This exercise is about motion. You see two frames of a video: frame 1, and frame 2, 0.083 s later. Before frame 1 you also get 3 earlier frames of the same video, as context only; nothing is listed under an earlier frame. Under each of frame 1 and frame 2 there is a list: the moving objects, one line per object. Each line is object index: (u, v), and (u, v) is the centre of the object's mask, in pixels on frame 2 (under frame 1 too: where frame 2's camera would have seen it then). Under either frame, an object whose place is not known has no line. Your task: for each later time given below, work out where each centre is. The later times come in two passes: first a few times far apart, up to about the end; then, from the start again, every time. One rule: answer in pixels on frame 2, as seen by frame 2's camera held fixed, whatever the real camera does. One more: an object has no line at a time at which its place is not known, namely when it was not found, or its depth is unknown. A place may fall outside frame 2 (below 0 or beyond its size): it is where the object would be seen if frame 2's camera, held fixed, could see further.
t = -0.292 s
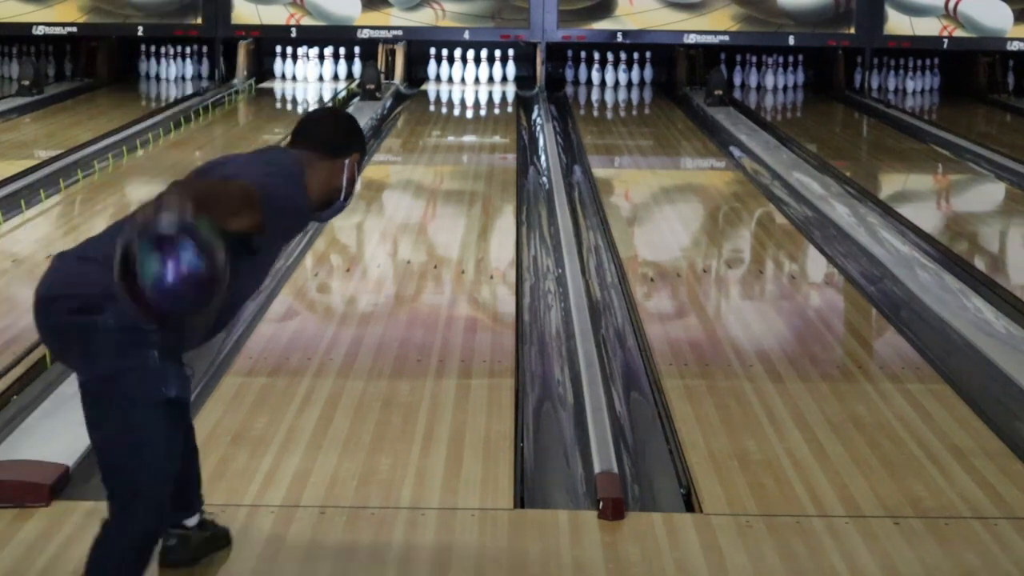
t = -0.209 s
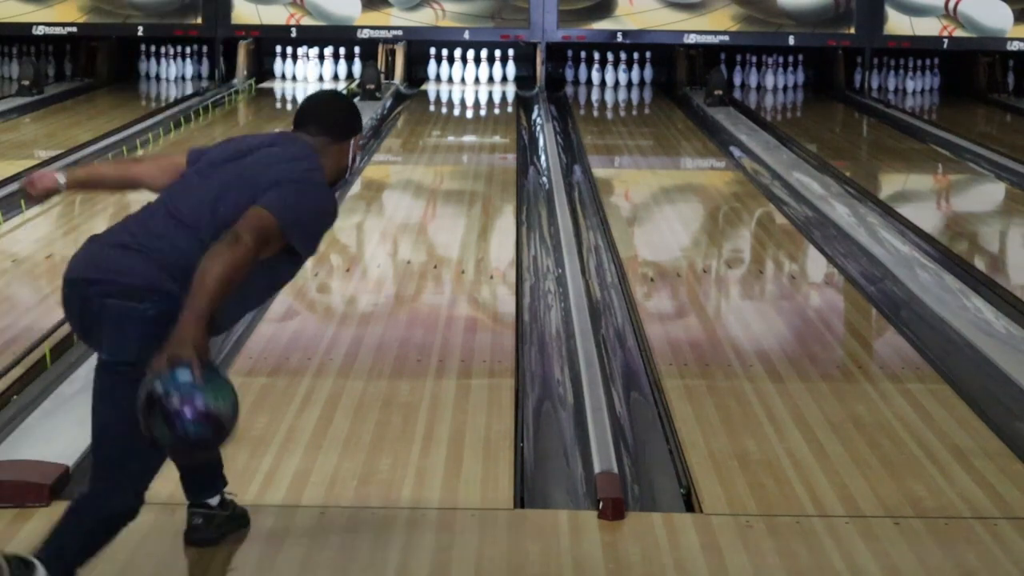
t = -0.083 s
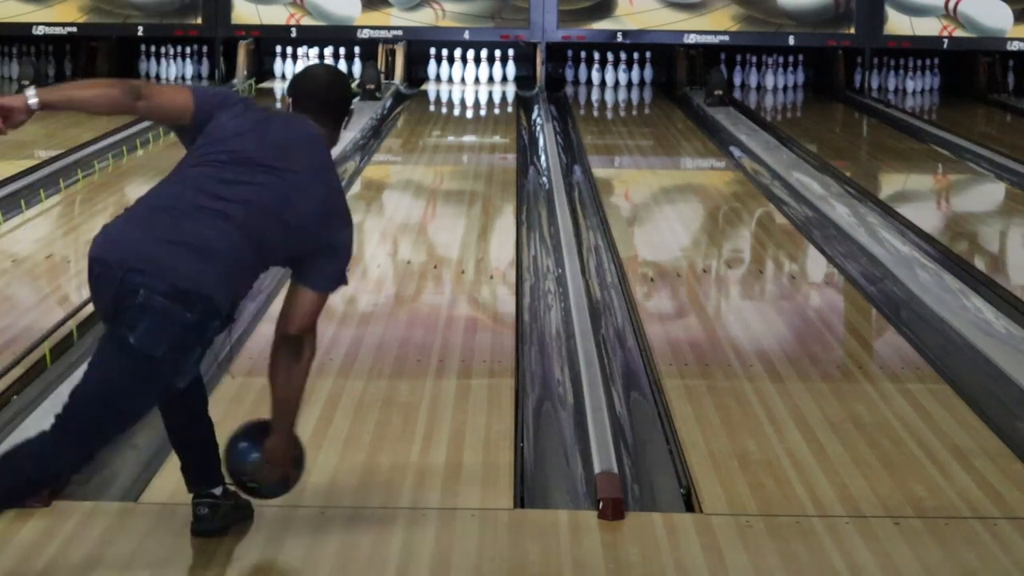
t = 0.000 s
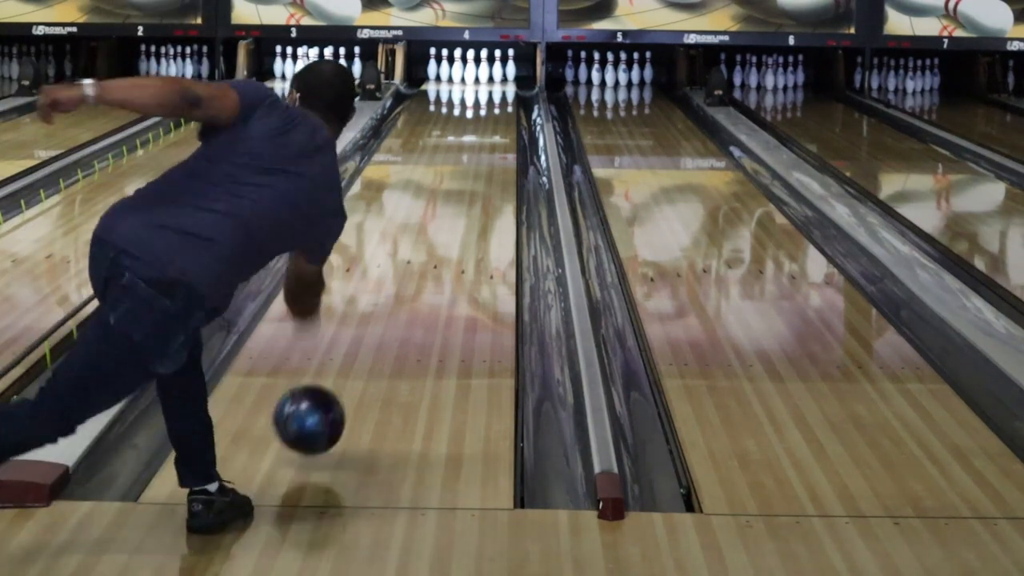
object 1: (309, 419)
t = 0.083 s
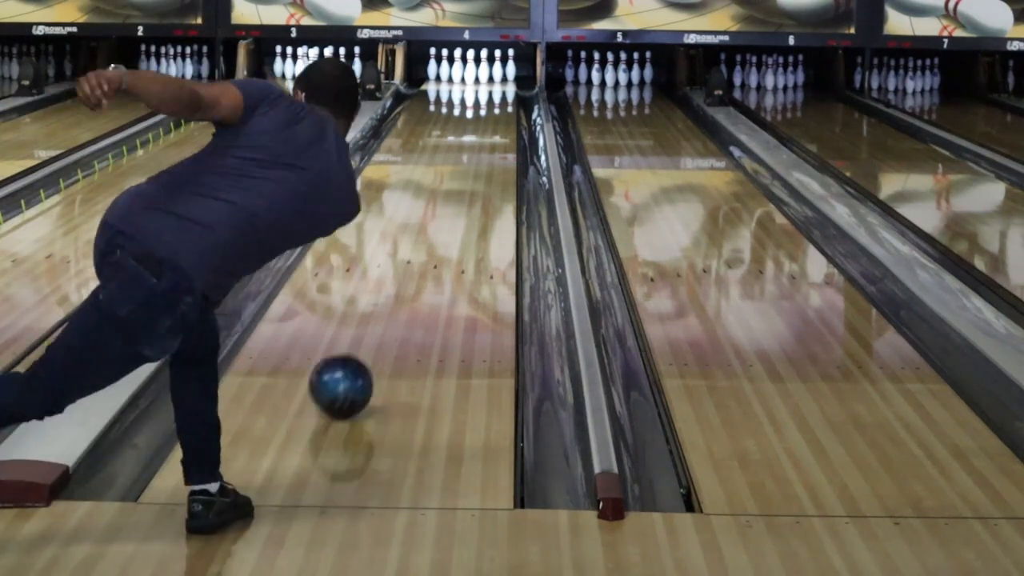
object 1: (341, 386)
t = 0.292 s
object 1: (397, 295)
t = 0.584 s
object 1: (444, 219)
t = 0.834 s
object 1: (470, 175)
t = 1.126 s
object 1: (489, 140)
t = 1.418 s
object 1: (500, 115)
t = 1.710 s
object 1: (498, 96)
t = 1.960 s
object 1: (486, 84)
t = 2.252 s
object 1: (474, 73)
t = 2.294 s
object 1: (474, 73)
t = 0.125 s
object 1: (354, 362)
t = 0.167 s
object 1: (366, 345)
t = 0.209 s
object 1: (377, 327)
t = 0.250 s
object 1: (387, 310)
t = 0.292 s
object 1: (397, 295)
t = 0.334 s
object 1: (405, 282)
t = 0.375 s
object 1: (413, 269)
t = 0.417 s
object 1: (420, 257)
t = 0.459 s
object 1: (427, 247)
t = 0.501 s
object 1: (434, 236)
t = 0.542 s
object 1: (439, 227)
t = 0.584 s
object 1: (444, 219)
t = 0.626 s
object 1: (449, 210)
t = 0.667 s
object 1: (454, 203)
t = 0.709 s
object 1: (458, 196)
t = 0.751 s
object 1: (463, 188)
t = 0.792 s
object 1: (466, 182)
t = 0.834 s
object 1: (470, 175)
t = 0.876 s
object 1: (473, 170)
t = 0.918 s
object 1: (476, 164)
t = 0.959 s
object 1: (479, 159)
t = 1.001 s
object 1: (482, 154)
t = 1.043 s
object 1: (485, 149)
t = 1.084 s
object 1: (487, 145)
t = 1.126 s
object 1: (489, 140)
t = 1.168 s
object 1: (492, 137)
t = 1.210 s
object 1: (493, 133)
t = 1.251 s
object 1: (495, 128)
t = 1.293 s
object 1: (497, 125)
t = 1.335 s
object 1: (498, 122)
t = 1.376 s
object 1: (499, 118)
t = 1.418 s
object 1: (500, 115)
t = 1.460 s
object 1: (501, 113)
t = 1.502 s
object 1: (501, 109)
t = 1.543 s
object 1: (501, 107)
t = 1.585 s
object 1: (500, 103)
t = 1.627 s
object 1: (500, 101)
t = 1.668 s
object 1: (499, 98)
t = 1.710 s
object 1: (498, 96)
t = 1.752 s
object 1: (497, 93)
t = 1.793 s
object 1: (496, 92)
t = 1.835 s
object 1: (494, 90)
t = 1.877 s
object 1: (491, 87)
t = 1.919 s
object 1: (488, 85)
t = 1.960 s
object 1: (486, 84)
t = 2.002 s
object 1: (484, 82)
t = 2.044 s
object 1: (481, 80)
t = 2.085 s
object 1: (479, 78)
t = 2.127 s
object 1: (476, 77)
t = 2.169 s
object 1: (476, 75)
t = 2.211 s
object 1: (475, 74)
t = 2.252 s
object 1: (474, 73)
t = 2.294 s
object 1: (474, 73)
